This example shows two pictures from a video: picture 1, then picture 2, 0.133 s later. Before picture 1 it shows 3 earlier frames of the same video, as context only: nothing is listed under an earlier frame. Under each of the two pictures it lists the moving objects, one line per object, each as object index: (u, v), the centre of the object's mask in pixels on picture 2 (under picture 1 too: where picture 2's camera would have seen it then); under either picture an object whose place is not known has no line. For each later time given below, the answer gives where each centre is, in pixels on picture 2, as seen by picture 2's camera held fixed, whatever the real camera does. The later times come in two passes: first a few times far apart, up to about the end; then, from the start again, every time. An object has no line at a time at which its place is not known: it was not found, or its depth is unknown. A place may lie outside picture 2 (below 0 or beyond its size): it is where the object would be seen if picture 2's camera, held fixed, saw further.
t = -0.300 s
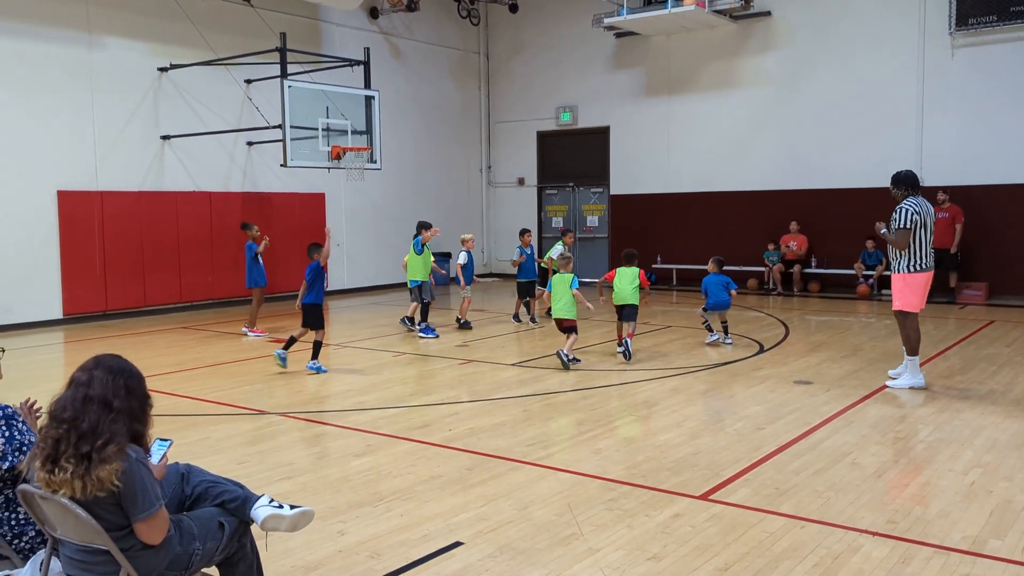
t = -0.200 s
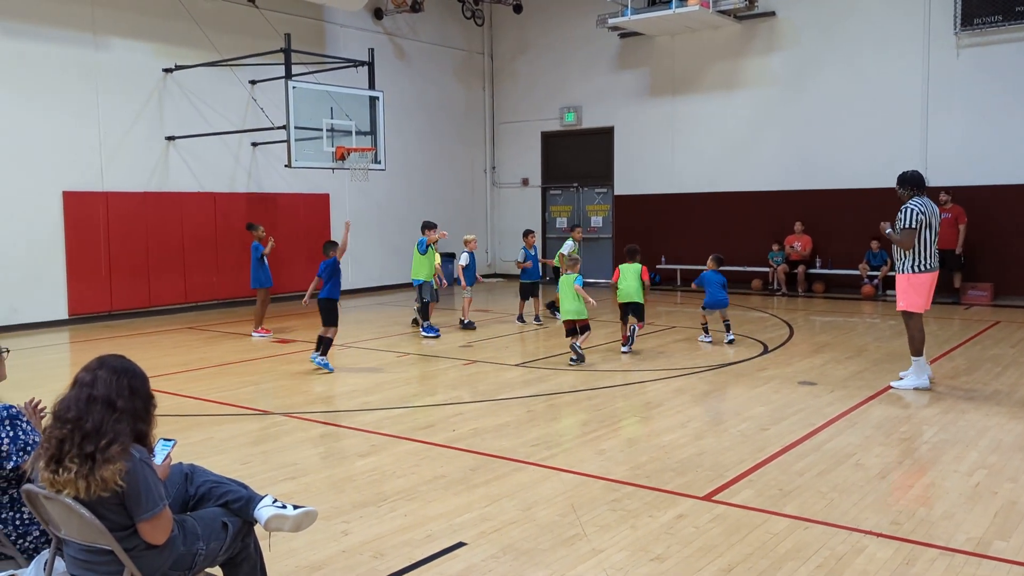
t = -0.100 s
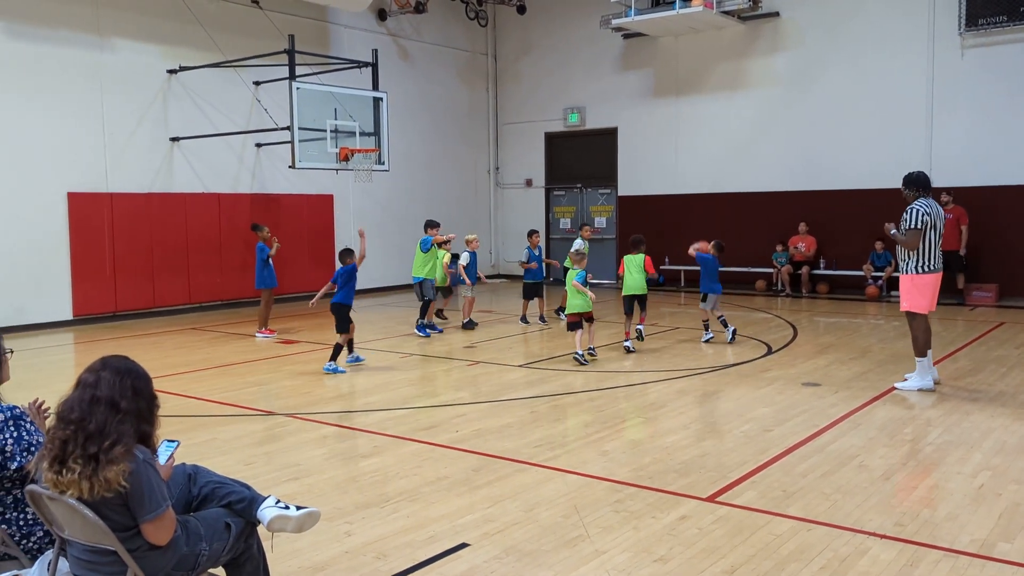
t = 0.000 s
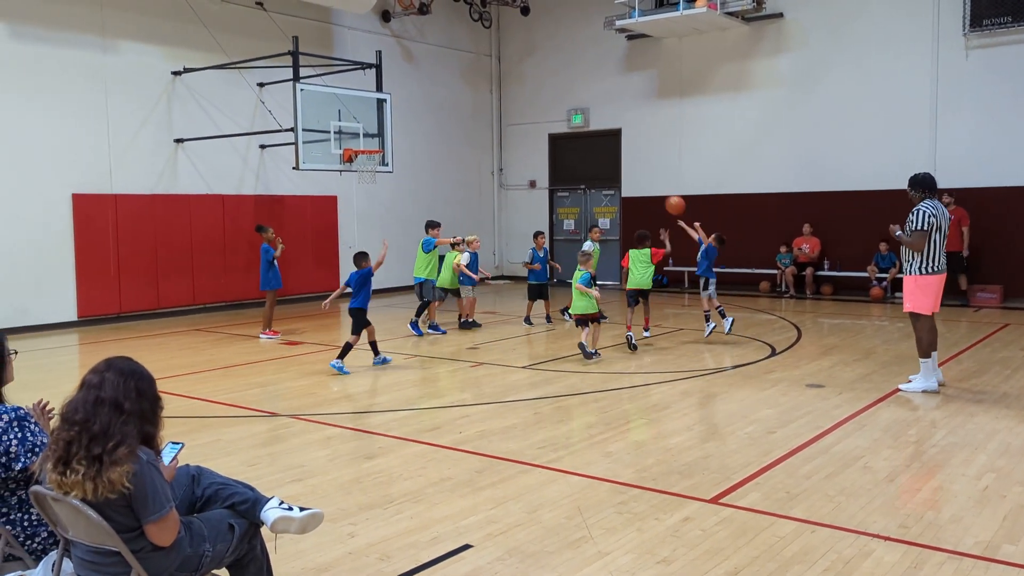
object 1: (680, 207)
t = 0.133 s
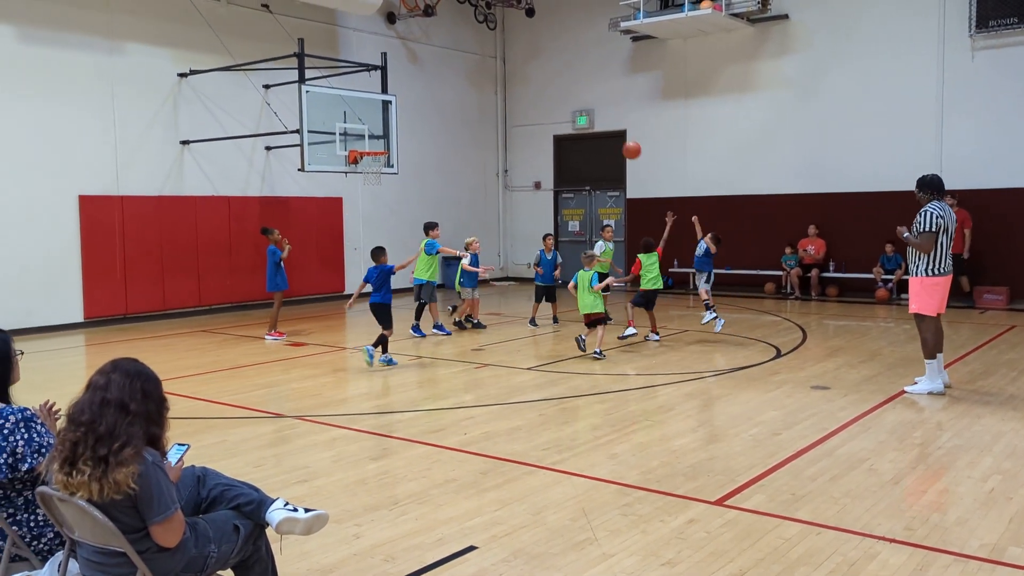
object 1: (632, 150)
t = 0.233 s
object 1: (598, 118)
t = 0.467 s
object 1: (525, 78)
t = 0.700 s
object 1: (459, 79)
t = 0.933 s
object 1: (400, 117)
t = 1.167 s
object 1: (388, 149)
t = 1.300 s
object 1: (413, 160)
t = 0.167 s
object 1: (620, 139)
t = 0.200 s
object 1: (609, 129)
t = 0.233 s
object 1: (598, 118)
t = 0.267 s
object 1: (587, 110)
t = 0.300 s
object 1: (576, 103)
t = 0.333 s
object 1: (566, 96)
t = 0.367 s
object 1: (555, 90)
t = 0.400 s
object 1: (545, 85)
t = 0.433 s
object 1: (535, 82)
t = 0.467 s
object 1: (525, 78)
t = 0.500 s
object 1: (515, 76)
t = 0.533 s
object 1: (506, 74)
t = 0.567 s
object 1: (496, 74)
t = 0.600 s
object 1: (486, 74)
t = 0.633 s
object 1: (477, 75)
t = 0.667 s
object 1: (468, 77)
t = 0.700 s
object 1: (459, 79)
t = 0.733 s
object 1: (450, 83)
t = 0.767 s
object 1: (441, 87)
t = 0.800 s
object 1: (432, 92)
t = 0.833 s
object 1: (424, 97)
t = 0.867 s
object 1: (416, 103)
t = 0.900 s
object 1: (407, 110)
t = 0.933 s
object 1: (400, 117)
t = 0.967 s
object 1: (392, 126)
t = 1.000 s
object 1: (384, 134)
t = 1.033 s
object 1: (377, 143)
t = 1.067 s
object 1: (371, 147)
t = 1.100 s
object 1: (375, 147)
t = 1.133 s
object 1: (381, 147)
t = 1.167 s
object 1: (388, 149)
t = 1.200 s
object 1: (394, 151)
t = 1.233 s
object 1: (400, 153)
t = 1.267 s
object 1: (407, 156)
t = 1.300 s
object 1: (413, 160)
